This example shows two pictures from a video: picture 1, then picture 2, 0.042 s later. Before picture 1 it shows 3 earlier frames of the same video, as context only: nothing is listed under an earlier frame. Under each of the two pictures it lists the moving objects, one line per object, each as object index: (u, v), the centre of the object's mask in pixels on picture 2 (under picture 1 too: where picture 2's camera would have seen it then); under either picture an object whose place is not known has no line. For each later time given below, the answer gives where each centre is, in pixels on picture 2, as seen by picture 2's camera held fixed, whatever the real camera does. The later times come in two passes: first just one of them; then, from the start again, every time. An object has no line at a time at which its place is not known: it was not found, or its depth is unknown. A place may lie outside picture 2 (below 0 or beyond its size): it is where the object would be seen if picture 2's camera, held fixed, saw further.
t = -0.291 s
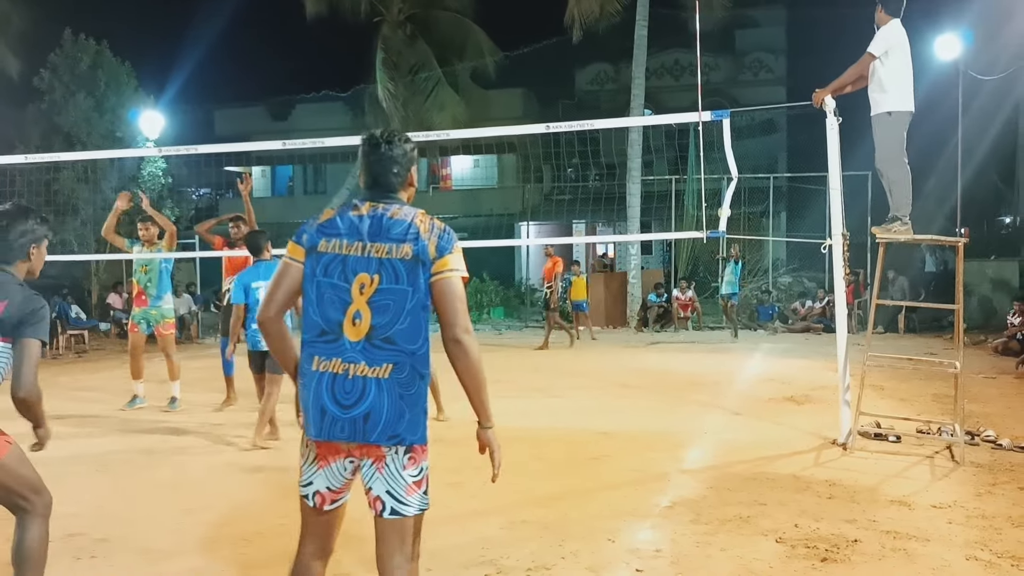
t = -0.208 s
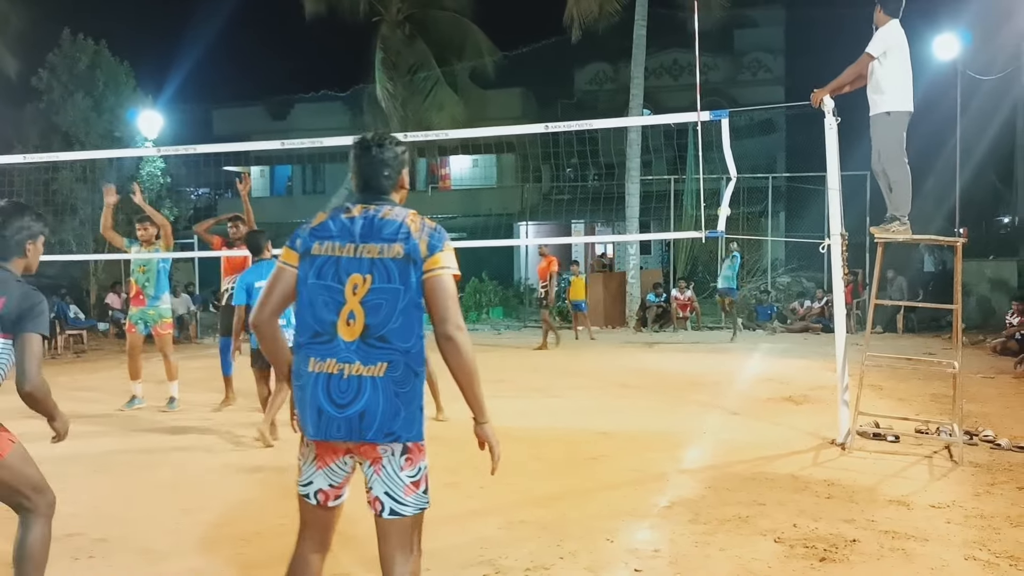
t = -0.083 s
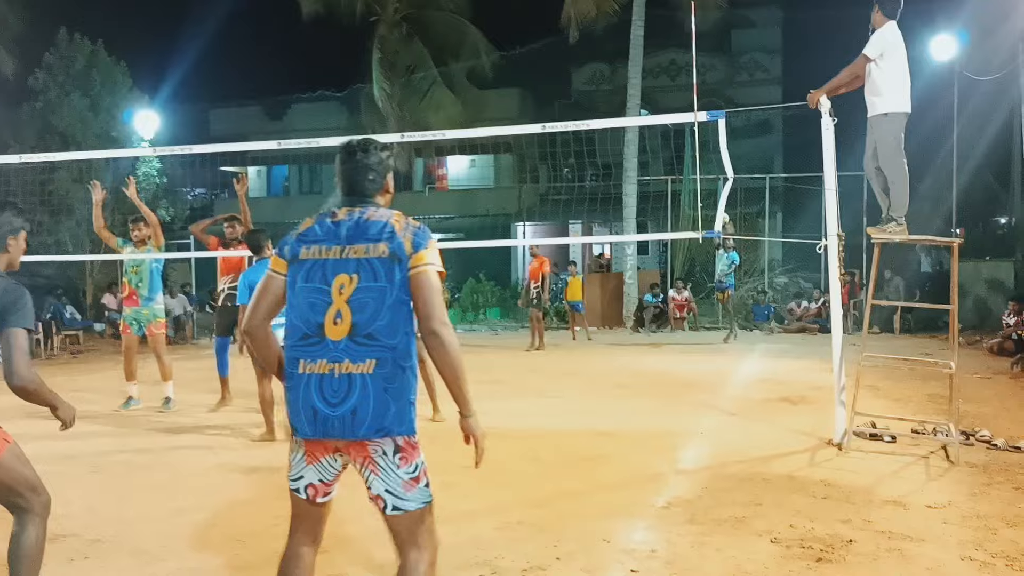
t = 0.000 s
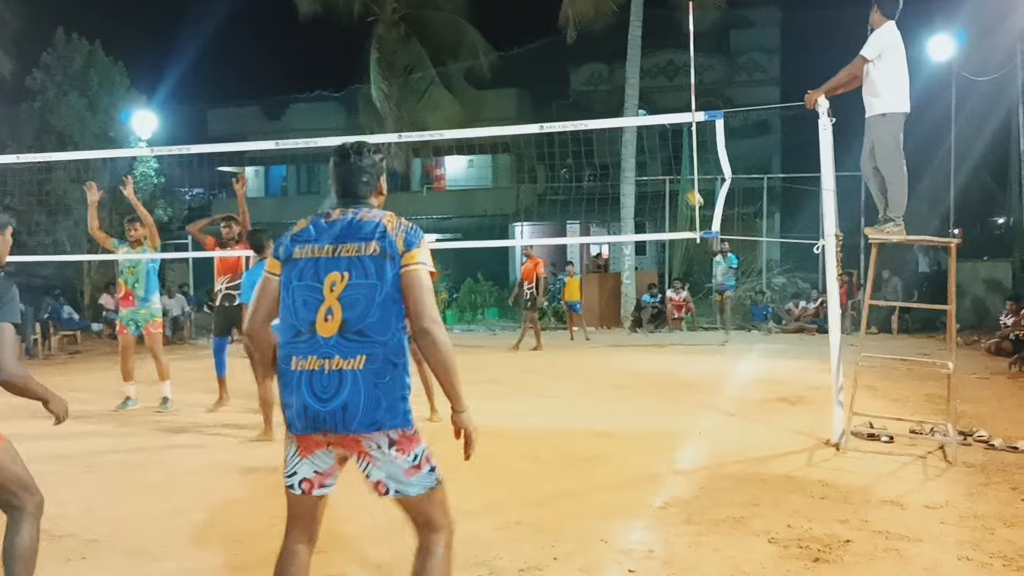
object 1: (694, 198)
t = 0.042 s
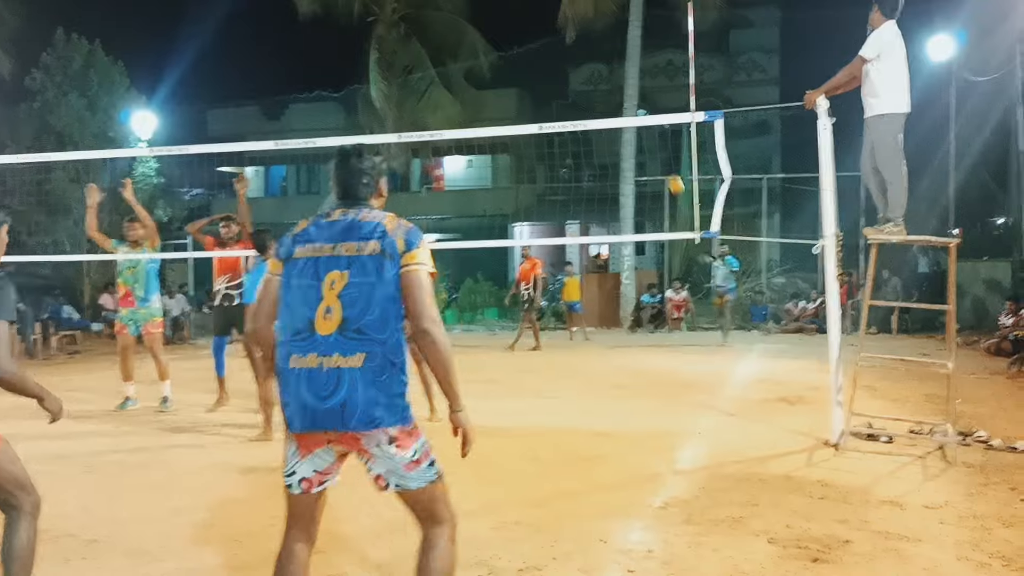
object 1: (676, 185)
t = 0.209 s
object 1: (591, 133)
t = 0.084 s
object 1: (656, 170)
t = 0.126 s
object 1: (637, 157)
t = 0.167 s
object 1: (614, 143)
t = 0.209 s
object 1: (591, 133)
